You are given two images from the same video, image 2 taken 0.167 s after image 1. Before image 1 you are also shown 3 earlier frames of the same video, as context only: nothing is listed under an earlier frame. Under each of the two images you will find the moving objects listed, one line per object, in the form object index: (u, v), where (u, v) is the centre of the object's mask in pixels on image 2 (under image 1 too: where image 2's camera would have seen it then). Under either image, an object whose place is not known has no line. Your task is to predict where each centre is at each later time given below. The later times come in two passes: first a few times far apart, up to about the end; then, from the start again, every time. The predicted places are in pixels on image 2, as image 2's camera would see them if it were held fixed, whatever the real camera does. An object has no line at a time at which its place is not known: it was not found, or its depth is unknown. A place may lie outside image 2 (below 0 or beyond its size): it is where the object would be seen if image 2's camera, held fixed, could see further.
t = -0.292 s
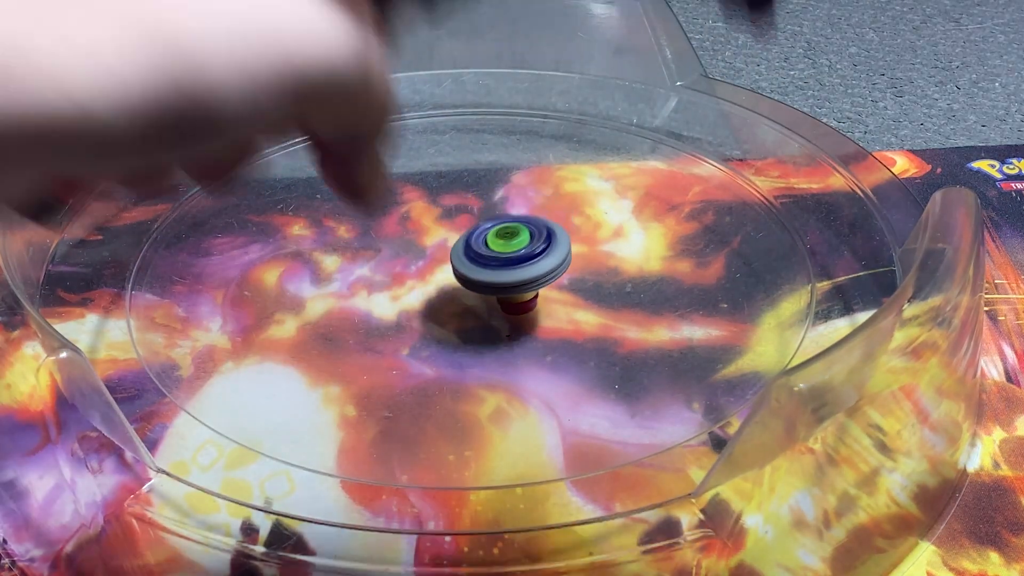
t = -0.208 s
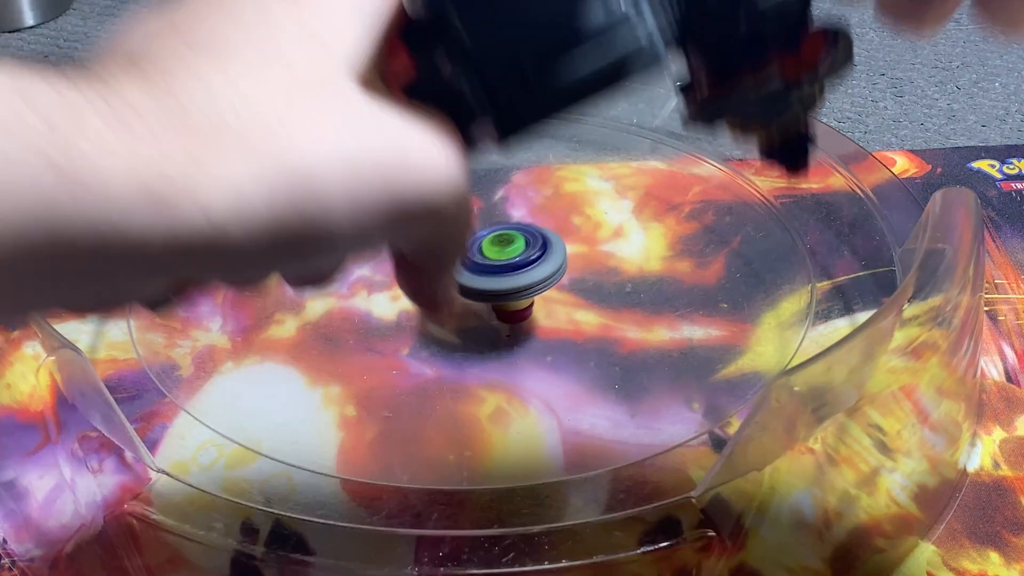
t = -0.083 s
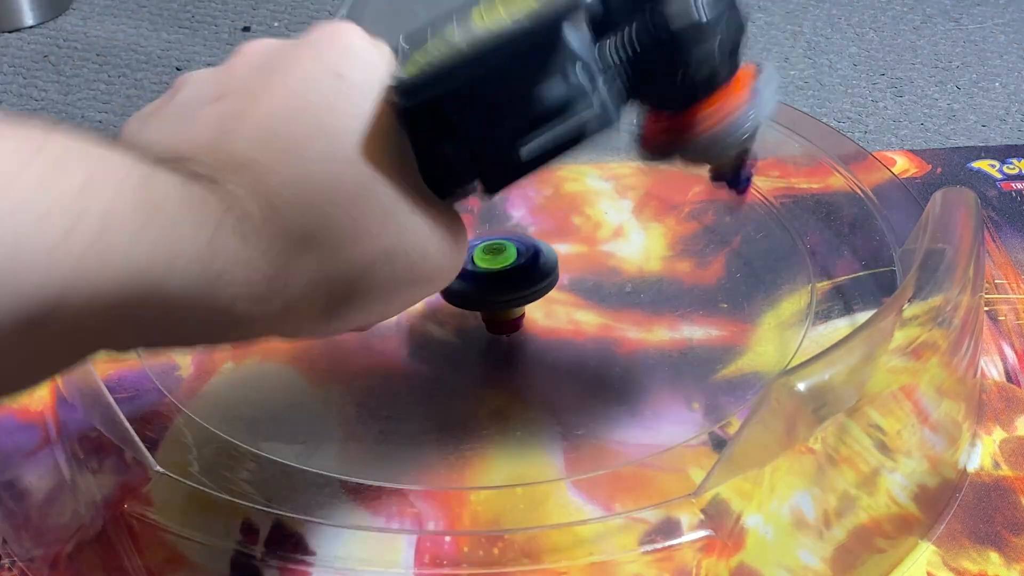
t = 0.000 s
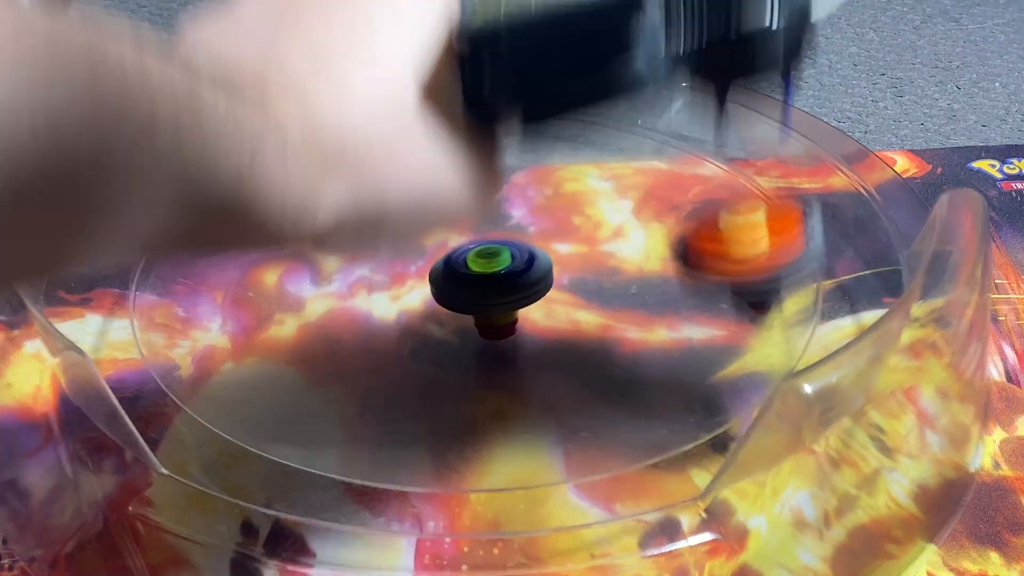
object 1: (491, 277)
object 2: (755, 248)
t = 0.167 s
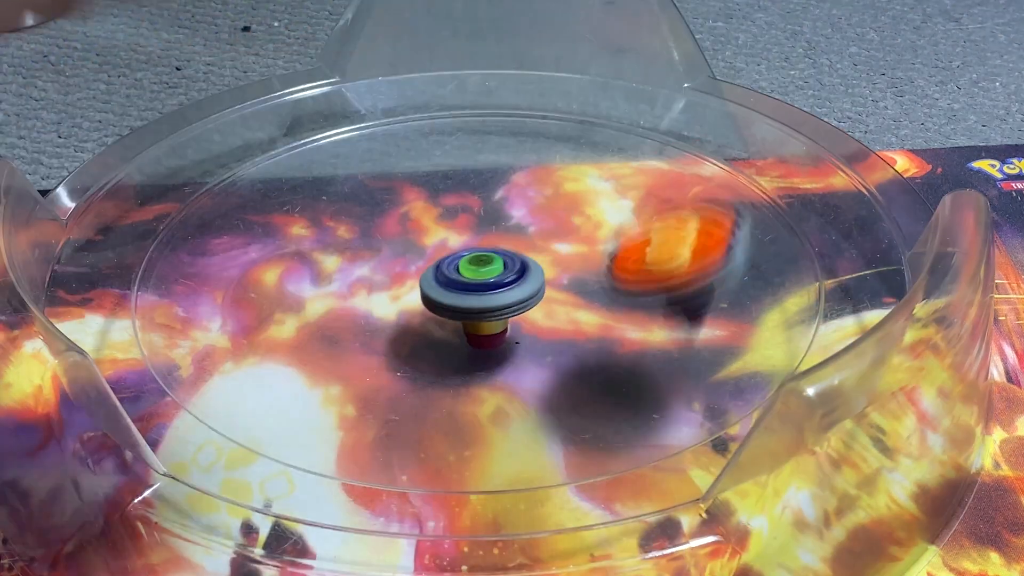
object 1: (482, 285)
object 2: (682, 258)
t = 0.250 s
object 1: (476, 285)
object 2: (635, 251)
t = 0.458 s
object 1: (346, 256)
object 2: (558, 318)
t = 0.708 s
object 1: (285, 251)
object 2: (553, 359)
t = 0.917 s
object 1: (303, 252)
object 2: (438, 324)
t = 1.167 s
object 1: (392, 247)
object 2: (371, 355)
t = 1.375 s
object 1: (535, 142)
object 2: (379, 332)
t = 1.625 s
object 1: (574, 106)
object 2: (427, 324)
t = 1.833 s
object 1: (526, 224)
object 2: (314, 232)
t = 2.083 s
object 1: (595, 292)
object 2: (332, 286)
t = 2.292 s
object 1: (625, 326)
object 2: (448, 177)
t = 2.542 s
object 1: (591, 336)
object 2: (312, 180)
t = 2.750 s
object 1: (503, 324)
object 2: (526, 213)
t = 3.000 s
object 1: (390, 281)
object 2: (499, 117)
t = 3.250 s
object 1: (334, 223)
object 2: (535, 259)
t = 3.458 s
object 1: (346, 192)
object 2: (714, 201)
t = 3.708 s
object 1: (415, 181)
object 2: (509, 246)
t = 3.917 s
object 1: (500, 192)
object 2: (583, 341)
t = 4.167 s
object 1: (593, 182)
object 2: (603, 297)
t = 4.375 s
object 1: (571, 128)
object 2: (553, 377)
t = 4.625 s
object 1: (484, 209)
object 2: (521, 339)
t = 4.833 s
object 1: (430, 239)
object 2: (324, 331)
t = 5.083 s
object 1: (377, 276)
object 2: (371, 369)
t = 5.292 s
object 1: (362, 257)
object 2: (485, 282)
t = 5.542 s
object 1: (302, 211)
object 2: (433, 163)
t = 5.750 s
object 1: (245, 232)
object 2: (391, 127)
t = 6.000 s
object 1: (346, 269)
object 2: (491, 198)
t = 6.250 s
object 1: (495, 283)
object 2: (669, 189)
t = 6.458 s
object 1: (594, 272)
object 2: (636, 189)
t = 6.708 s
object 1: (618, 293)
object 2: (499, 244)
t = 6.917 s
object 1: (616, 303)
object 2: (456, 323)
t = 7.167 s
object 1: (594, 287)
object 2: (445, 350)
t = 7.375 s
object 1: (532, 261)
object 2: (403, 312)
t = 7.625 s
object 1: (468, 226)
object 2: (308, 238)
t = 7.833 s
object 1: (449, 203)
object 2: (290, 234)
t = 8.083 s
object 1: (486, 191)
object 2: (410, 244)
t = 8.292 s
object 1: (531, 181)
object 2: (495, 251)
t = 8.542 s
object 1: (585, 163)
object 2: (550, 309)
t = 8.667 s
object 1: (582, 184)
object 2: (567, 304)
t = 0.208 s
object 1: (478, 285)
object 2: (658, 279)
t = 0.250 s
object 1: (476, 285)
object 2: (635, 251)
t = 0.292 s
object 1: (474, 285)
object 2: (611, 262)
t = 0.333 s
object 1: (447, 279)
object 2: (600, 289)
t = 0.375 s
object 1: (401, 267)
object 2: (582, 281)
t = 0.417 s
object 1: (368, 259)
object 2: (564, 312)
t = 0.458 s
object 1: (346, 256)
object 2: (558, 318)
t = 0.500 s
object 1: (329, 255)
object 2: (558, 338)
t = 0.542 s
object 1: (316, 255)
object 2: (548, 344)
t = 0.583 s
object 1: (305, 254)
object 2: (539, 355)
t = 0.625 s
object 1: (295, 253)
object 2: (539, 362)
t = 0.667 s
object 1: (289, 253)
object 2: (546, 363)
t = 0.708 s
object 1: (285, 251)
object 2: (553, 359)
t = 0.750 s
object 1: (284, 251)
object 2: (550, 351)
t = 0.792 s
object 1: (286, 251)
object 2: (537, 342)
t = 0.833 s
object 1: (290, 252)
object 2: (513, 333)
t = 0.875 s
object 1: (295, 252)
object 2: (475, 327)
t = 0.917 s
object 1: (303, 252)
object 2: (438, 324)
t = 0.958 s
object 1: (313, 251)
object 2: (402, 322)
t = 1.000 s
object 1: (325, 247)
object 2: (365, 326)
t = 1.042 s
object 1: (342, 248)
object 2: (342, 334)
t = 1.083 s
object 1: (358, 249)
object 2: (334, 343)
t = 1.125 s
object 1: (374, 248)
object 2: (346, 353)
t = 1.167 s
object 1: (392, 247)
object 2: (371, 355)
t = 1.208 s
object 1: (410, 245)
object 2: (404, 350)
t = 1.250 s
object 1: (428, 241)
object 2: (429, 333)
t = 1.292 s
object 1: (448, 234)
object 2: (438, 311)
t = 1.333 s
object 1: (482, 210)
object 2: (417, 306)
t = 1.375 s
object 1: (535, 142)
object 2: (379, 332)
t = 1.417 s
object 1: (570, 91)
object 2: (361, 341)
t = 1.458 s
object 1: (590, 48)
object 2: (360, 348)
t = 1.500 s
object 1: (599, 43)
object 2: (373, 351)
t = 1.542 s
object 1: (592, 63)
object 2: (392, 350)
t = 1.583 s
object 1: (586, 76)
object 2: (417, 341)
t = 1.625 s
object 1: (574, 106)
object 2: (427, 324)
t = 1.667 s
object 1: (558, 133)
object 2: (424, 303)
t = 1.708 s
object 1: (546, 159)
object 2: (407, 282)
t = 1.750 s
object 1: (534, 182)
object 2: (383, 261)
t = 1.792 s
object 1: (526, 205)
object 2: (352, 245)
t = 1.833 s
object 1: (526, 224)
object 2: (314, 232)
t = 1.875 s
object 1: (530, 240)
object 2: (277, 229)
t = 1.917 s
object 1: (543, 253)
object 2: (245, 235)
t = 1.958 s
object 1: (555, 263)
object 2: (234, 249)
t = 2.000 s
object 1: (570, 274)
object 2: (248, 266)
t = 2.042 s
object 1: (584, 284)
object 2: (286, 282)
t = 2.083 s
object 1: (595, 292)
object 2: (332, 286)
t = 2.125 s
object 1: (604, 300)
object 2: (381, 279)
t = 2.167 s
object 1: (613, 308)
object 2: (420, 261)
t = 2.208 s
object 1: (618, 315)
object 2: (446, 234)
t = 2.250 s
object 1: (623, 321)
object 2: (455, 206)
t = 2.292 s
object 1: (625, 326)
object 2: (448, 177)
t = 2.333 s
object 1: (625, 329)
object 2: (424, 151)
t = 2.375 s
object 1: (623, 331)
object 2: (391, 134)
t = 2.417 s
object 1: (620, 333)
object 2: (352, 129)
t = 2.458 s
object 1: (614, 334)
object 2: (320, 135)
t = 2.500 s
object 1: (604, 335)
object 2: (304, 155)
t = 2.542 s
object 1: (591, 336)
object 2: (312, 180)
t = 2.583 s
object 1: (576, 335)
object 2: (339, 204)
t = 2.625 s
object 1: (559, 334)
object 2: (375, 219)
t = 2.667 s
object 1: (542, 332)
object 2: (426, 225)
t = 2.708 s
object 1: (521, 328)
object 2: (482, 225)
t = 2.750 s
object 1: (503, 324)
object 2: (526, 213)
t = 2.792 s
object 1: (481, 319)
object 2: (563, 191)
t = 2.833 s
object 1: (461, 314)
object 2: (581, 164)
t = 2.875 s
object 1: (442, 307)
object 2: (580, 139)
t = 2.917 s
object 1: (423, 299)
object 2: (565, 121)
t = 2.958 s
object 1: (406, 290)
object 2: (535, 113)
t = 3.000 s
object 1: (390, 281)
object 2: (499, 117)
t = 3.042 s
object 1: (375, 270)
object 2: (470, 133)
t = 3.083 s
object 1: (363, 261)
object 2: (456, 157)
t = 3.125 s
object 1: (353, 252)
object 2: (456, 188)
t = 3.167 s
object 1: (343, 241)
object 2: (467, 217)
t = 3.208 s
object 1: (338, 232)
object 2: (496, 242)
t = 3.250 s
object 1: (334, 223)
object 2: (535, 259)
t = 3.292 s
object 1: (332, 215)
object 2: (584, 266)
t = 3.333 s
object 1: (333, 208)
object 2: (635, 263)
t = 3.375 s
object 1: (336, 201)
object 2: (683, 246)
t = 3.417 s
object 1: (339, 196)
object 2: (711, 223)
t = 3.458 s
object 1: (346, 192)
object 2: (714, 201)
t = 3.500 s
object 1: (353, 188)
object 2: (698, 184)
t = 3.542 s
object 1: (363, 185)
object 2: (663, 176)
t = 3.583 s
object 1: (375, 183)
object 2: (620, 180)
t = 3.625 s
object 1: (388, 181)
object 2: (576, 196)
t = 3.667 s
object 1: (400, 181)
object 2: (536, 219)
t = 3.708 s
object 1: (415, 181)
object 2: (509, 246)
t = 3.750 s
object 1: (430, 182)
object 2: (490, 274)
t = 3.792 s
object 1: (447, 184)
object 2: (490, 298)
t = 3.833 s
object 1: (464, 187)
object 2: (509, 321)
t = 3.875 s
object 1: (481, 189)
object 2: (541, 336)
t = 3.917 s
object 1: (500, 192)
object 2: (583, 341)
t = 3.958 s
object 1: (517, 197)
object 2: (626, 337)
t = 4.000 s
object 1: (534, 201)
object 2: (655, 324)
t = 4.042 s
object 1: (552, 206)
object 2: (667, 308)
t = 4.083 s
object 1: (569, 212)
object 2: (660, 291)
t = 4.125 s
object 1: (582, 211)
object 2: (634, 275)
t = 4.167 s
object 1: (593, 182)
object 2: (603, 297)
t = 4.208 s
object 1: (595, 155)
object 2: (578, 319)
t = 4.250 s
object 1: (590, 131)
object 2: (560, 339)
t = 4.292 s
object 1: (585, 120)
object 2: (551, 355)
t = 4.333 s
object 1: (579, 121)
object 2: (550, 369)
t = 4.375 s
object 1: (571, 128)
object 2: (553, 377)
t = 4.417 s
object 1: (558, 139)
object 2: (560, 381)
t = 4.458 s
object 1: (544, 151)
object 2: (563, 380)
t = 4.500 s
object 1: (529, 165)
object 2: (563, 374)
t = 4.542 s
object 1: (515, 179)
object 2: (557, 365)
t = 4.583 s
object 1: (499, 194)
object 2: (543, 354)
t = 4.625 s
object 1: (484, 209)
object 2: (521, 339)
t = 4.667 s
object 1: (467, 224)
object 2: (487, 323)
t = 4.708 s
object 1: (453, 237)
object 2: (445, 311)
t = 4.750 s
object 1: (443, 239)
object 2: (402, 312)
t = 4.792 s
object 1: (436, 238)
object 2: (360, 321)
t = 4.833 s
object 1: (430, 239)
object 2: (324, 331)
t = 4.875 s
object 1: (423, 245)
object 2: (298, 342)
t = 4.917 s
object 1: (412, 252)
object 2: (284, 355)
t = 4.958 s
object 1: (400, 259)
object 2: (288, 365)
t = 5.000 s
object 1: (389, 265)
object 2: (307, 373)
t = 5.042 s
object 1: (382, 271)
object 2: (338, 374)
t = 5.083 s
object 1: (377, 276)
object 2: (371, 369)
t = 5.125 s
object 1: (375, 278)
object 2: (405, 356)
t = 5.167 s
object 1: (369, 275)
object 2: (430, 338)
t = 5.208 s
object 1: (366, 267)
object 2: (460, 327)
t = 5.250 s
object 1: (364, 261)
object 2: (477, 306)
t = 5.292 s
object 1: (362, 257)
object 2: (485, 282)
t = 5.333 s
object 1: (335, 242)
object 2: (506, 262)
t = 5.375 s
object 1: (319, 230)
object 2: (508, 239)
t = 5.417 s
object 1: (311, 223)
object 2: (499, 215)
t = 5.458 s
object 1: (306, 219)
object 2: (484, 195)
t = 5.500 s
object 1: (302, 214)
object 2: (460, 177)
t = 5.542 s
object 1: (302, 211)
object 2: (433, 163)
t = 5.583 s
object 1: (304, 208)
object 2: (401, 157)
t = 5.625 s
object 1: (277, 213)
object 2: (400, 142)
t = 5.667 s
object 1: (250, 222)
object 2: (399, 131)
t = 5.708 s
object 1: (241, 227)
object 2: (396, 126)
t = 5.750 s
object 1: (245, 232)
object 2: (391, 127)
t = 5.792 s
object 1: (254, 238)
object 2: (392, 133)
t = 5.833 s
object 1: (268, 245)
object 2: (400, 145)
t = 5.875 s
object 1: (284, 251)
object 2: (416, 160)
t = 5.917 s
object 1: (303, 258)
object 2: (435, 173)
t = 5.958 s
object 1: (324, 264)
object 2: (461, 188)
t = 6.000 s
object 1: (346, 269)
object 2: (491, 198)
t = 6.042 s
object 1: (370, 274)
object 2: (523, 204)
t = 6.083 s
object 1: (394, 277)
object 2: (555, 207)
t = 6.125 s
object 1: (419, 280)
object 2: (592, 207)
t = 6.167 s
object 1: (444, 282)
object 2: (623, 204)
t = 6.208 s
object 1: (469, 283)
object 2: (649, 196)
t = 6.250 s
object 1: (495, 283)
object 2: (669, 189)
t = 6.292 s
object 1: (521, 281)
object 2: (677, 182)
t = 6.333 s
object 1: (543, 279)
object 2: (678, 178)
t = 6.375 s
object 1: (563, 277)
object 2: (671, 177)
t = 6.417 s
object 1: (580, 275)
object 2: (655, 182)
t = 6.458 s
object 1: (594, 272)
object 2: (636, 189)
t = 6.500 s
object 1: (599, 278)
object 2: (620, 190)
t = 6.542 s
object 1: (604, 280)
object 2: (599, 196)
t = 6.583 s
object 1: (610, 283)
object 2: (575, 205)
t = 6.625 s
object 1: (615, 288)
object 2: (547, 215)
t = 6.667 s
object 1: (617, 291)
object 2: (523, 229)
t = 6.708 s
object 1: (618, 293)
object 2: (499, 244)
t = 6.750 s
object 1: (617, 296)
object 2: (479, 261)
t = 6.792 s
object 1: (613, 297)
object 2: (472, 279)
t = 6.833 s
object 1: (608, 300)
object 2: (471, 297)
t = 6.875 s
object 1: (614, 301)
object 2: (463, 311)
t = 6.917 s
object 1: (616, 303)
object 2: (456, 323)
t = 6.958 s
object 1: (612, 304)
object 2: (458, 334)
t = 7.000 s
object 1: (605, 304)
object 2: (465, 341)
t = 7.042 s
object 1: (597, 303)
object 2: (475, 343)
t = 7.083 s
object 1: (600, 297)
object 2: (467, 347)
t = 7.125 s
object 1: (601, 291)
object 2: (455, 350)
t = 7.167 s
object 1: (594, 287)
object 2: (445, 350)
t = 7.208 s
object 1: (583, 282)
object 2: (436, 346)
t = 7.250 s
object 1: (571, 278)
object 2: (427, 341)
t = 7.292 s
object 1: (559, 272)
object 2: (420, 333)
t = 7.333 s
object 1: (545, 267)
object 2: (413, 324)
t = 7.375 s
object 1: (532, 261)
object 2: (403, 312)
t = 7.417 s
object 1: (518, 255)
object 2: (393, 299)
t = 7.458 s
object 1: (503, 249)
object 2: (383, 286)
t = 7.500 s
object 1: (488, 243)
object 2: (372, 271)
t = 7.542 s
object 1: (477, 237)
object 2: (358, 257)
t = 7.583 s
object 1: (474, 232)
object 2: (330, 246)
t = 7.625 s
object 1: (468, 226)
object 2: (308, 238)
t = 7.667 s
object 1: (462, 220)
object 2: (289, 233)
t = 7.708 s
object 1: (457, 215)
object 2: (277, 232)
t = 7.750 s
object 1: (453, 210)
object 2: (273, 231)
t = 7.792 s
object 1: (451, 206)
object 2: (277, 233)
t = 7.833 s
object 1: (449, 203)
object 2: (290, 234)
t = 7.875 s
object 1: (448, 201)
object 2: (311, 235)
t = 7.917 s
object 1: (448, 199)
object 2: (336, 236)
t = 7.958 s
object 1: (455, 195)
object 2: (360, 236)
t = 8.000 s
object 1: (468, 193)
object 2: (373, 240)
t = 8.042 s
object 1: (479, 192)
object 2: (390, 242)
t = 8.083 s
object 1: (486, 191)
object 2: (410, 244)
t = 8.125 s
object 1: (500, 186)
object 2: (423, 247)
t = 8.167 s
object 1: (511, 184)
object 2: (440, 251)
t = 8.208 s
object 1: (519, 183)
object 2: (458, 253)
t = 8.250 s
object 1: (525, 182)
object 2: (478, 253)
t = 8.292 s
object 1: (531, 181)
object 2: (495, 251)
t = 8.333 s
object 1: (550, 167)
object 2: (495, 267)
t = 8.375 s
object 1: (567, 157)
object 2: (502, 280)
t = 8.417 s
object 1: (577, 155)
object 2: (514, 291)
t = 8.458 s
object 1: (582, 156)
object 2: (527, 300)
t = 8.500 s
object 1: (584, 159)
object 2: (538, 306)
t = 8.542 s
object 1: (585, 163)
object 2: (550, 309)
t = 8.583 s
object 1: (585, 168)
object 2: (559, 310)
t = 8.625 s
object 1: (585, 176)
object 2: (565, 308)
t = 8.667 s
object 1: (582, 184)
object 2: (567, 304)
